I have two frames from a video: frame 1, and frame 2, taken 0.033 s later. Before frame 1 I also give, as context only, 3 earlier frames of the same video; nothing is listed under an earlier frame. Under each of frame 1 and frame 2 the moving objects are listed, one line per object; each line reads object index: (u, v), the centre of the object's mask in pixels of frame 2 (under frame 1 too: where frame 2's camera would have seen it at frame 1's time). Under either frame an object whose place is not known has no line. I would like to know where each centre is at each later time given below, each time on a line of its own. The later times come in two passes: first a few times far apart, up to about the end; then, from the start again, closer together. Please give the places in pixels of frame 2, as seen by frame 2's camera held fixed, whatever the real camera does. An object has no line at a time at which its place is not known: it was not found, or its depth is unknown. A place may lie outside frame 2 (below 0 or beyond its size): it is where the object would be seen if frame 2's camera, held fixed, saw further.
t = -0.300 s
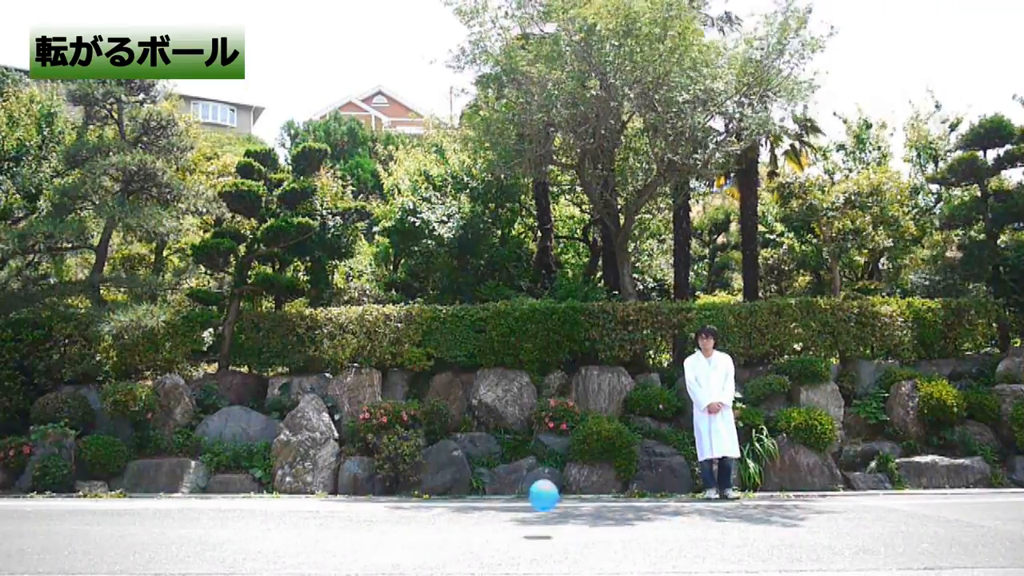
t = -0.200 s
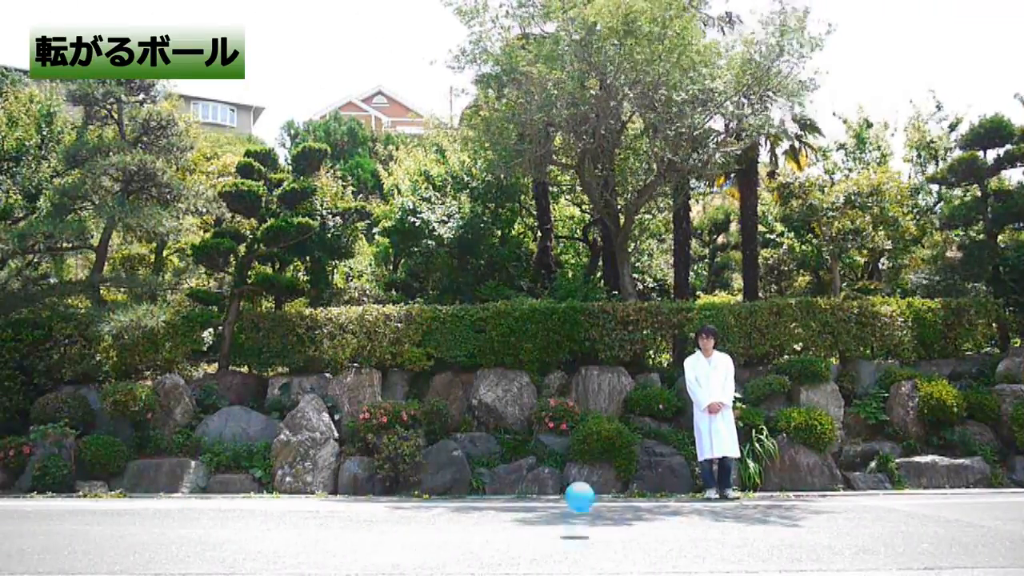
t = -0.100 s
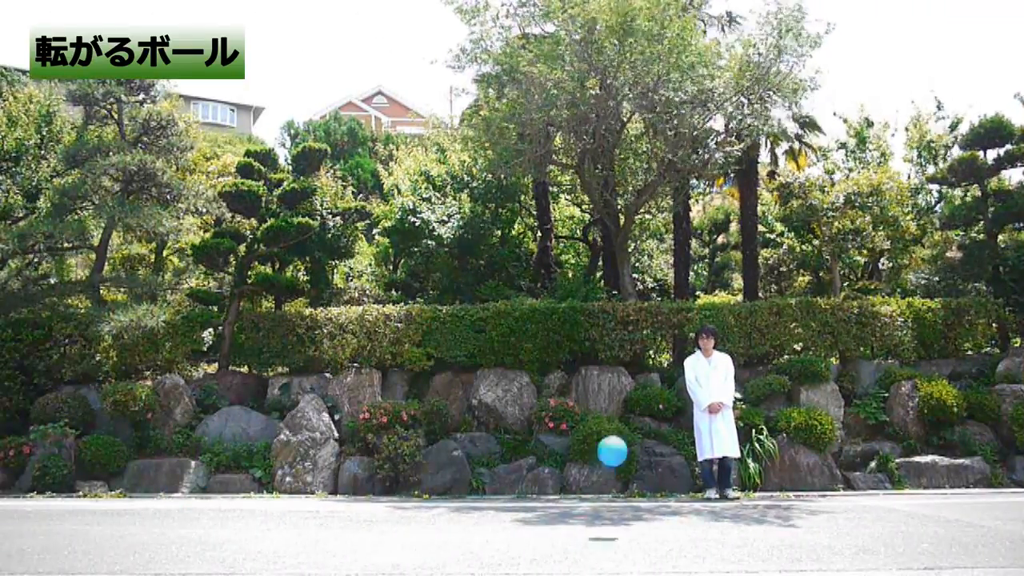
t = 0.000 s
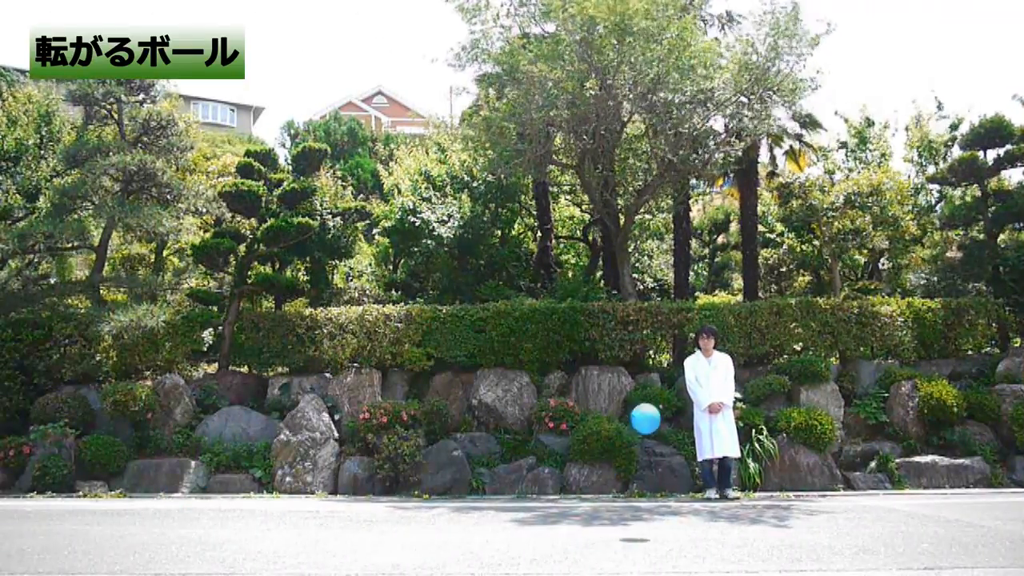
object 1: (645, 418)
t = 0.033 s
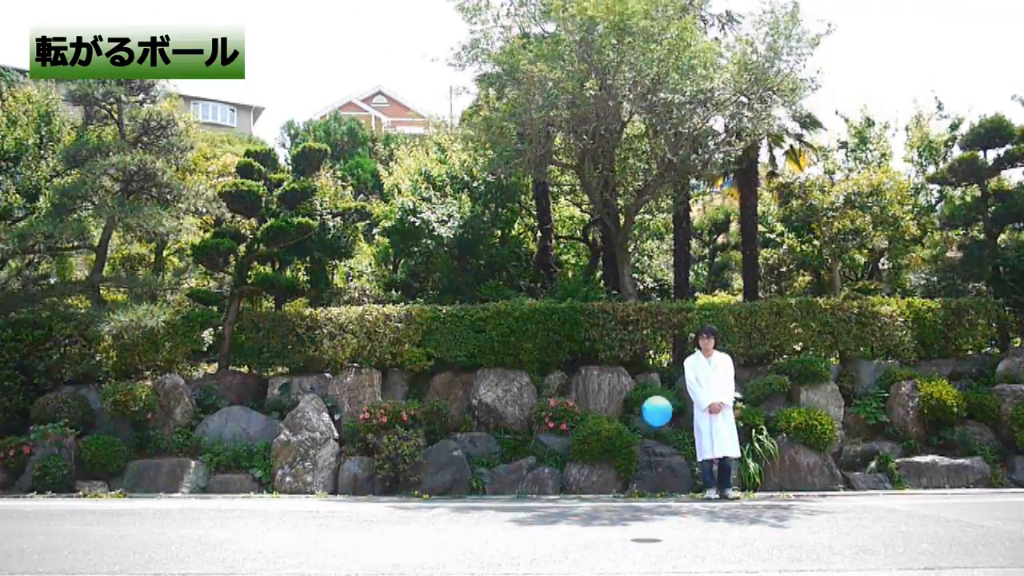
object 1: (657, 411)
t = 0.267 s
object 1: (741, 405)
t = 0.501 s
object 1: (834, 476)
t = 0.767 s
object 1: (935, 458)
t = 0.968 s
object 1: (1010, 431)
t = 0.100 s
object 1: (680, 401)
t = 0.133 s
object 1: (692, 401)
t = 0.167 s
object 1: (704, 401)
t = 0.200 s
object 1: (716, 402)
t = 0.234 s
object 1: (728, 402)
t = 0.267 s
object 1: (741, 405)
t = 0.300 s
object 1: (752, 409)
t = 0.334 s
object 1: (765, 416)
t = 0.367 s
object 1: (779, 425)
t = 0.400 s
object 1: (792, 435)
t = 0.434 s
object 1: (806, 447)
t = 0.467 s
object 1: (820, 461)
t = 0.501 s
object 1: (834, 476)
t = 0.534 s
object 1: (847, 492)
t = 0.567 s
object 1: (861, 512)
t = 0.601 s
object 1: (875, 526)
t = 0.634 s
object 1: (886, 510)
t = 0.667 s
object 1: (898, 493)
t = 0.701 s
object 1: (910, 479)
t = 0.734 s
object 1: (923, 469)
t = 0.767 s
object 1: (935, 458)
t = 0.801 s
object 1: (948, 451)
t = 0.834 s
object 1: (960, 443)
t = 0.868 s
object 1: (972, 438)
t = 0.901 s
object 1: (985, 434)
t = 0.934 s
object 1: (999, 431)
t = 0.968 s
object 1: (1010, 431)
